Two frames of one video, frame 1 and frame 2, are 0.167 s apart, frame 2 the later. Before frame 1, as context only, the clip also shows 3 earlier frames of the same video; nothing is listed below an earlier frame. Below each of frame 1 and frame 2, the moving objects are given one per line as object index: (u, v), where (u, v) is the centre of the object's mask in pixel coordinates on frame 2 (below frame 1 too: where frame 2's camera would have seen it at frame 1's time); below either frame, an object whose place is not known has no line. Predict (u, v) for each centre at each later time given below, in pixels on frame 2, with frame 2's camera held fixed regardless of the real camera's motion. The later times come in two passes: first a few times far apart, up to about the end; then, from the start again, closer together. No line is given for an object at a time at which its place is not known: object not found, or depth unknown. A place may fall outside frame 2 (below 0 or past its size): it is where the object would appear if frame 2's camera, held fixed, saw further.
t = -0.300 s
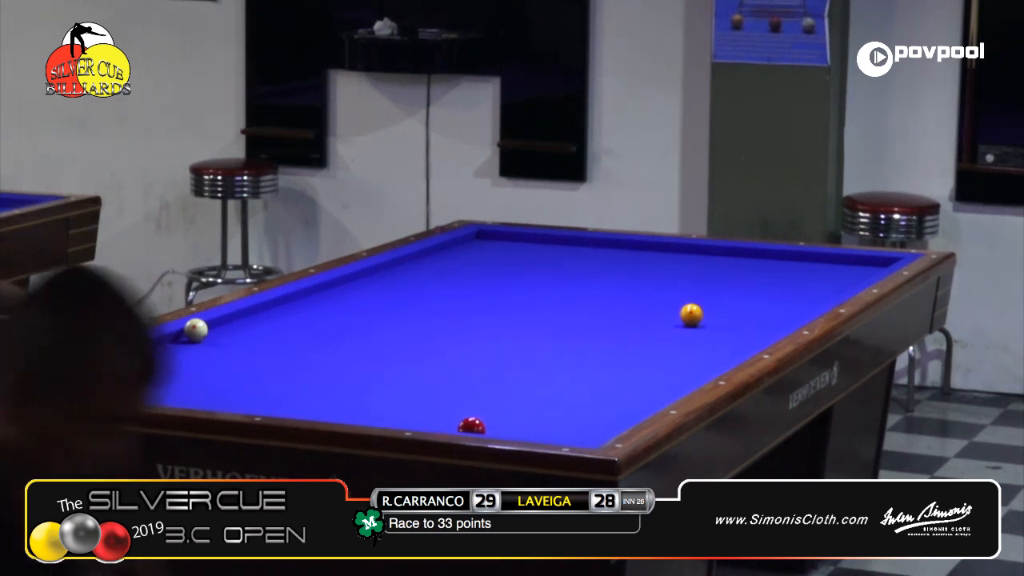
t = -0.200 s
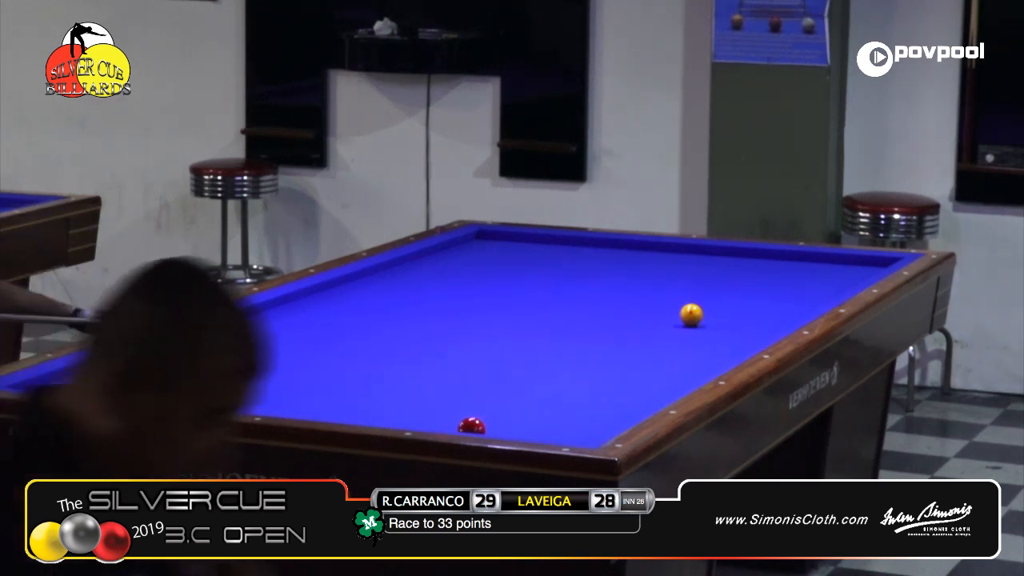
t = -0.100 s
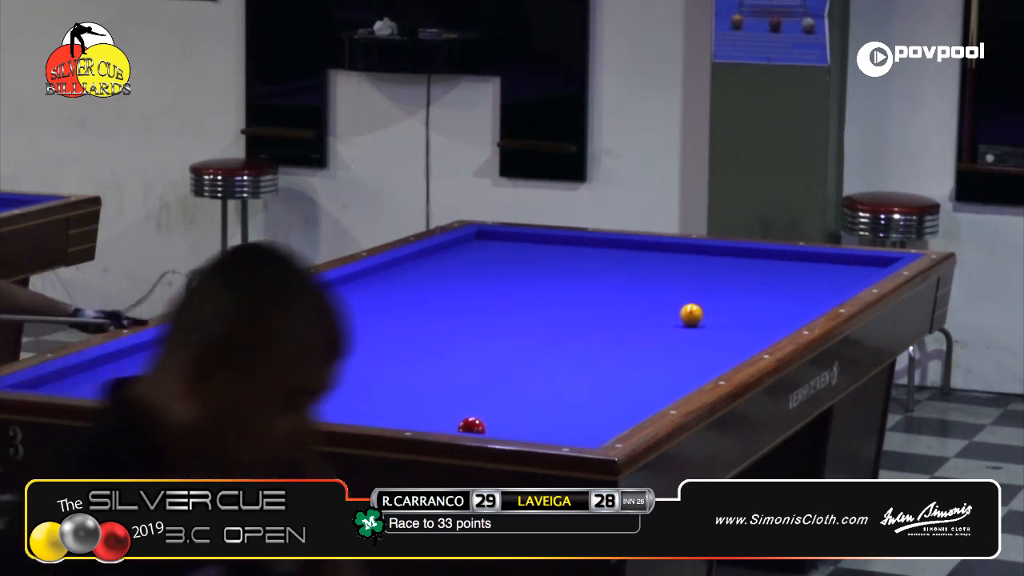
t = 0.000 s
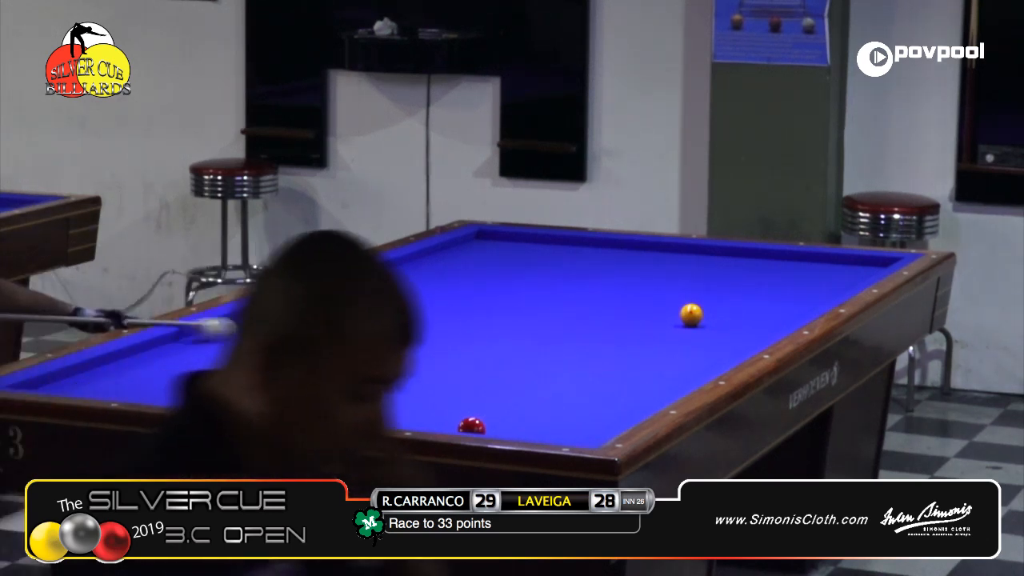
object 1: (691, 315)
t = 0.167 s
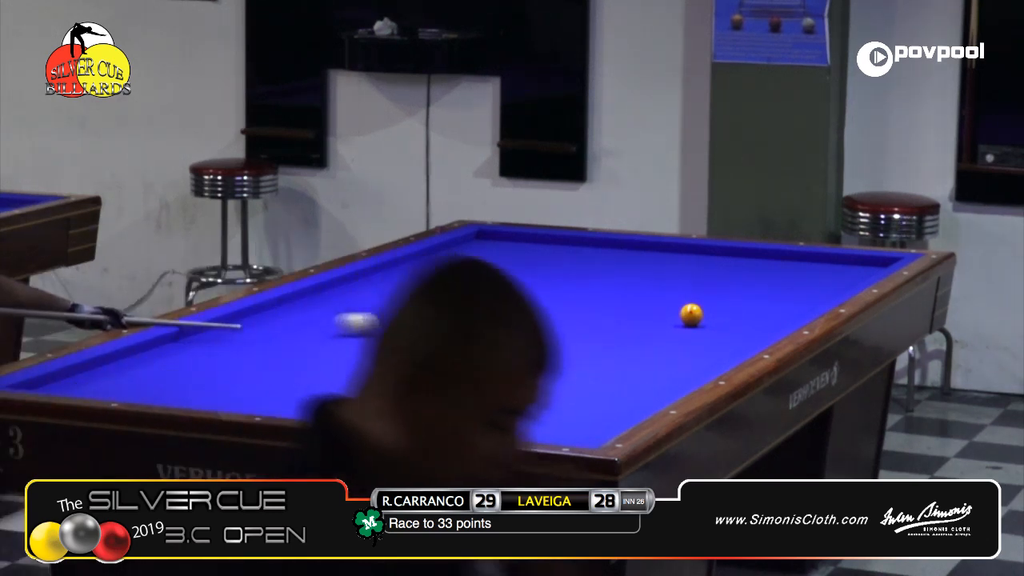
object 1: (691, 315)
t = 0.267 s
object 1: (691, 315)
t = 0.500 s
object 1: (691, 315)
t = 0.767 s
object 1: (748, 324)
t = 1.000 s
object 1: (755, 327)
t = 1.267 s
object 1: (716, 327)
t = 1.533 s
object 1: (677, 326)
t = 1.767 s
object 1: (644, 326)
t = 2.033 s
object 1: (608, 326)
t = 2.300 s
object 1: (573, 325)
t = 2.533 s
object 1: (543, 325)
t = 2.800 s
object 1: (511, 324)
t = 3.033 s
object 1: (483, 324)
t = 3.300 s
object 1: (457, 324)
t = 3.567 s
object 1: (428, 323)
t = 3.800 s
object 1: (404, 323)
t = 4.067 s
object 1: (377, 323)
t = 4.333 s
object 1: (352, 322)
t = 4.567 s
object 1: (331, 322)
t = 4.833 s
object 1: (308, 322)
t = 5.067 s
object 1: (290, 321)
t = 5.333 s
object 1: (269, 321)
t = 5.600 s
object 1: (251, 320)
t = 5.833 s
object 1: (235, 320)
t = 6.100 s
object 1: (227, 320)
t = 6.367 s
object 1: (232, 321)
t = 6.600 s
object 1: (237, 322)
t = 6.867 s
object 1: (241, 323)
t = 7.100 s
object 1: (244, 324)
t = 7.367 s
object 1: (247, 324)
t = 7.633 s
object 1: (249, 325)
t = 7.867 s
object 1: (250, 325)
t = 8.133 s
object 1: (250, 325)
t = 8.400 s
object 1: (250, 325)
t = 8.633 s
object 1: (249, 325)
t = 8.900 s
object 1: (249, 325)
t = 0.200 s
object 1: (691, 315)
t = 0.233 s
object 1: (691, 315)
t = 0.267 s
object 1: (691, 315)
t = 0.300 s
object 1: (691, 315)
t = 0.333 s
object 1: (691, 315)
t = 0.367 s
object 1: (693, 312)
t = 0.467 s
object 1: (691, 313)
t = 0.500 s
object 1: (691, 315)
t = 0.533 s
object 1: (691, 315)
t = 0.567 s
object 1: (694, 315)
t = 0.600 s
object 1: (704, 317)
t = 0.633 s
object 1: (714, 318)
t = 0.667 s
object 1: (723, 320)
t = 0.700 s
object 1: (732, 321)
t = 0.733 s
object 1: (740, 322)
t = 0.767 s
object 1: (748, 324)
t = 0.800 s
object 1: (755, 325)
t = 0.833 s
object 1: (762, 326)
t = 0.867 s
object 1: (769, 325)
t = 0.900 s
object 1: (773, 325)
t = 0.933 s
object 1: (766, 326)
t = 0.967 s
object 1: (761, 327)
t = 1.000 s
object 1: (755, 327)
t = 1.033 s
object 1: (751, 327)
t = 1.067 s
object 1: (745, 327)
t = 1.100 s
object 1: (740, 327)
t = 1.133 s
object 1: (735, 327)
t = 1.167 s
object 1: (730, 327)
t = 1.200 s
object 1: (725, 327)
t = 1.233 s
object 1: (721, 327)
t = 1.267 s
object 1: (716, 327)
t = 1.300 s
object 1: (710, 327)
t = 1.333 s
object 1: (706, 327)
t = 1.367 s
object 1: (701, 327)
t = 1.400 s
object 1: (696, 327)
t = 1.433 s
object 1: (691, 327)
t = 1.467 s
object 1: (687, 327)
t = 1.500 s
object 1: (682, 327)
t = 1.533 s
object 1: (677, 326)
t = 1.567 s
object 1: (672, 326)
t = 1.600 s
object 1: (668, 326)
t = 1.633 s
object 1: (662, 326)
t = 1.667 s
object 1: (658, 326)
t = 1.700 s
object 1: (653, 326)
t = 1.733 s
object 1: (649, 326)
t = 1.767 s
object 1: (644, 326)
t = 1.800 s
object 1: (640, 326)
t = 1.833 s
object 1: (635, 326)
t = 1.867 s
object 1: (630, 326)
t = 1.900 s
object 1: (626, 326)
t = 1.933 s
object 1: (621, 326)
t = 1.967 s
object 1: (617, 326)
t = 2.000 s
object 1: (612, 326)
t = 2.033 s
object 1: (608, 326)
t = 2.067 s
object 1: (603, 326)
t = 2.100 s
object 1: (599, 325)
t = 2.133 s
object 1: (594, 325)
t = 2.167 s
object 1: (590, 325)
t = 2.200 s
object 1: (586, 325)
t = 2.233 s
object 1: (581, 325)
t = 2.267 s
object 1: (577, 325)
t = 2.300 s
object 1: (573, 325)
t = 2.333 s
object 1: (568, 325)
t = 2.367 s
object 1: (564, 325)
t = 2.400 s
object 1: (560, 325)
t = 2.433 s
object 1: (556, 325)
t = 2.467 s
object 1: (551, 325)
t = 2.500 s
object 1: (547, 325)
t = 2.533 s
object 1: (543, 325)
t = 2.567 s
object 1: (539, 325)
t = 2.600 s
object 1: (535, 325)
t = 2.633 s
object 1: (531, 325)
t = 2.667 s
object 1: (527, 325)
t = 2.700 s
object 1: (523, 325)
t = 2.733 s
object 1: (519, 324)
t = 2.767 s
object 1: (515, 324)
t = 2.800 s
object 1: (511, 324)
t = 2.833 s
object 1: (507, 324)
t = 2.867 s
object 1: (503, 324)
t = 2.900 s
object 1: (499, 324)
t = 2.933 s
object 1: (495, 324)
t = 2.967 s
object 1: (491, 324)
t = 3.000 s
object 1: (487, 324)
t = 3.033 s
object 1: (483, 324)
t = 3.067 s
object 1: (480, 324)
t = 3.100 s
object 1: (476, 324)
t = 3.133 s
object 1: (472, 324)
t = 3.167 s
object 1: (468, 323)
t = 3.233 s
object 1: (461, 324)
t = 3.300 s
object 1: (457, 324)
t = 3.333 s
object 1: (454, 324)
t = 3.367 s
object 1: (450, 324)
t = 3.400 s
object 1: (446, 323)
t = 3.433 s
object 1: (443, 323)
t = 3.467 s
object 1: (439, 323)
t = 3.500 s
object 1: (435, 323)
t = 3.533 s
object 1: (432, 323)
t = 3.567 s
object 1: (428, 323)
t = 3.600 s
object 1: (425, 323)
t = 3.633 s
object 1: (421, 323)
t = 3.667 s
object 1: (417, 323)
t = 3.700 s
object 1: (414, 323)
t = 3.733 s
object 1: (411, 323)
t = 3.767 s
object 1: (407, 323)
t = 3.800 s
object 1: (404, 323)
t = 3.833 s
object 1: (401, 323)
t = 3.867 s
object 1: (397, 323)
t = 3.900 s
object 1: (394, 323)
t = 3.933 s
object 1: (391, 323)
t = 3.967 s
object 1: (387, 323)
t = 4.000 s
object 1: (384, 323)
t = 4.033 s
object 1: (381, 323)
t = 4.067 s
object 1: (377, 323)
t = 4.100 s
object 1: (374, 323)
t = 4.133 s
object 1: (371, 323)
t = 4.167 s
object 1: (368, 323)
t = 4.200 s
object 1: (365, 323)
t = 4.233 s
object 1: (362, 322)
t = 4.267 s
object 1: (358, 323)
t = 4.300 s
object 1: (355, 322)
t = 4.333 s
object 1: (352, 322)
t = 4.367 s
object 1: (349, 322)
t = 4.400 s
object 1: (346, 322)
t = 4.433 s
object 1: (343, 322)
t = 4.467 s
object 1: (340, 322)
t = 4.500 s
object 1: (337, 322)
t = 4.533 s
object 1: (334, 322)
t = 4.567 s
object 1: (331, 322)
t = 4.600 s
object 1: (328, 322)
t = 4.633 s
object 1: (325, 322)
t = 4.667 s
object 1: (323, 322)
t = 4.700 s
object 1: (319, 322)
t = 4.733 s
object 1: (317, 322)
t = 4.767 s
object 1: (314, 322)
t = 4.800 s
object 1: (311, 322)
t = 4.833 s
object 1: (308, 322)
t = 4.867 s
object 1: (306, 322)
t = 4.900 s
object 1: (303, 322)
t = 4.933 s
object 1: (300, 322)
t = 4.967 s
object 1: (297, 322)
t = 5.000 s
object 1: (295, 321)
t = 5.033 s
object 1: (292, 321)
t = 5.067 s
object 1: (290, 321)
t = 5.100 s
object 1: (287, 321)
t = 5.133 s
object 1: (284, 321)
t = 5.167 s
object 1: (282, 321)
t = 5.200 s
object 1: (279, 321)
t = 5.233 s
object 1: (277, 321)
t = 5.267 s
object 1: (274, 321)
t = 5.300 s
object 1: (272, 321)
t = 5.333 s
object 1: (269, 321)
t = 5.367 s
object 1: (267, 321)
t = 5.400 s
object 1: (265, 321)
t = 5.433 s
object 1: (262, 321)
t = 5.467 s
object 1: (260, 321)
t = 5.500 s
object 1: (257, 321)
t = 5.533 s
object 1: (255, 321)
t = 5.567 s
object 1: (253, 320)
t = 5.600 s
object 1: (251, 320)
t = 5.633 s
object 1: (248, 320)
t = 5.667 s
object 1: (246, 320)
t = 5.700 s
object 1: (244, 320)
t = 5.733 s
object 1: (242, 320)
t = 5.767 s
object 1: (240, 320)
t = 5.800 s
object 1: (237, 320)
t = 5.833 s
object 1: (235, 320)
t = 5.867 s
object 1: (233, 320)
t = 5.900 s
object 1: (231, 320)
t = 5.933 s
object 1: (229, 320)
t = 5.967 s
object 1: (227, 320)
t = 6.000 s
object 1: (225, 320)
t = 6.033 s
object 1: (226, 320)
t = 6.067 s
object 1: (226, 320)
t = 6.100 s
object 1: (227, 320)
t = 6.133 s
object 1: (228, 320)
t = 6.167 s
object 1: (228, 320)
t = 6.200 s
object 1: (229, 321)
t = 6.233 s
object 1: (230, 321)
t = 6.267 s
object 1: (230, 321)
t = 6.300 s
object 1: (231, 321)
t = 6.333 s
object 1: (232, 321)
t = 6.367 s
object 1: (232, 321)
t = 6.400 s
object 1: (233, 322)
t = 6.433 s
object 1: (234, 322)
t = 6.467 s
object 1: (234, 322)
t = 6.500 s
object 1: (235, 322)
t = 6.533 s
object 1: (236, 322)
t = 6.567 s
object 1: (236, 322)
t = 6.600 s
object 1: (237, 322)
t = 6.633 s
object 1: (237, 322)
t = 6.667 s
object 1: (238, 322)
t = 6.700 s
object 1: (239, 323)
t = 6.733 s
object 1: (239, 323)
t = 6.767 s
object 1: (240, 323)
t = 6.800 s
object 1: (240, 323)
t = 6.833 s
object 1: (241, 323)
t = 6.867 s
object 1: (241, 323)
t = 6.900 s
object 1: (242, 323)
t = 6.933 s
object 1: (242, 323)
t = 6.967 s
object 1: (243, 323)
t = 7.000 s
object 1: (243, 323)
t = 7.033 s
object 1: (244, 323)
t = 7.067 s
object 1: (244, 324)
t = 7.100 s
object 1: (244, 324)
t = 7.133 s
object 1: (245, 324)
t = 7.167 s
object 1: (245, 324)
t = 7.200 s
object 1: (246, 324)
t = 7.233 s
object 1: (246, 324)
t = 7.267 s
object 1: (246, 324)
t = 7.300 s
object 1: (246, 324)
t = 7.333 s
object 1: (247, 324)
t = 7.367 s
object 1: (247, 324)
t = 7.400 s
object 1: (247, 324)
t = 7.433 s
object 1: (248, 324)
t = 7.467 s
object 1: (248, 324)
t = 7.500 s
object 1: (248, 324)
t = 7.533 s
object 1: (248, 324)
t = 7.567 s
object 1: (248, 324)
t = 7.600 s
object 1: (249, 324)
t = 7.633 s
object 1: (249, 325)
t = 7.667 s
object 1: (249, 325)
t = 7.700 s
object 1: (249, 325)
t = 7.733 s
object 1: (249, 325)
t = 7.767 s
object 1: (249, 325)
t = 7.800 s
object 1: (249, 325)
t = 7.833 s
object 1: (249, 325)
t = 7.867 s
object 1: (250, 325)
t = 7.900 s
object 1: (250, 325)
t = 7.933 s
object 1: (250, 325)
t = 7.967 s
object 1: (250, 325)
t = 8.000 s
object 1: (250, 325)
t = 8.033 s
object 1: (250, 325)
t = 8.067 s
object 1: (250, 325)
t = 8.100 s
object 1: (250, 325)
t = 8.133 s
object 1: (250, 325)
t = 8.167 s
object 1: (250, 325)
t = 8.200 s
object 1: (250, 325)
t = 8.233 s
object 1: (250, 325)
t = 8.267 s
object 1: (250, 325)
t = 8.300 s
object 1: (250, 325)
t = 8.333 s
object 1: (250, 325)
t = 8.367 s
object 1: (250, 325)
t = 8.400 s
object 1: (250, 325)
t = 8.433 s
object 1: (250, 325)
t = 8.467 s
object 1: (250, 325)
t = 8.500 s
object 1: (250, 325)
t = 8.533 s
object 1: (250, 325)
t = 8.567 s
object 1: (250, 325)
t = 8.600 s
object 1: (250, 325)
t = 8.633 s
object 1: (249, 325)
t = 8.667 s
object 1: (249, 325)
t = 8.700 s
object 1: (249, 325)
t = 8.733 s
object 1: (249, 325)
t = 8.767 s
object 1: (249, 325)
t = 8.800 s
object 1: (249, 325)
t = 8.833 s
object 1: (249, 325)
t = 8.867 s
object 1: (249, 325)
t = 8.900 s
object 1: (249, 325)
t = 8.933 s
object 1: (249, 325)
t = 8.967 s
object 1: (249, 325)
